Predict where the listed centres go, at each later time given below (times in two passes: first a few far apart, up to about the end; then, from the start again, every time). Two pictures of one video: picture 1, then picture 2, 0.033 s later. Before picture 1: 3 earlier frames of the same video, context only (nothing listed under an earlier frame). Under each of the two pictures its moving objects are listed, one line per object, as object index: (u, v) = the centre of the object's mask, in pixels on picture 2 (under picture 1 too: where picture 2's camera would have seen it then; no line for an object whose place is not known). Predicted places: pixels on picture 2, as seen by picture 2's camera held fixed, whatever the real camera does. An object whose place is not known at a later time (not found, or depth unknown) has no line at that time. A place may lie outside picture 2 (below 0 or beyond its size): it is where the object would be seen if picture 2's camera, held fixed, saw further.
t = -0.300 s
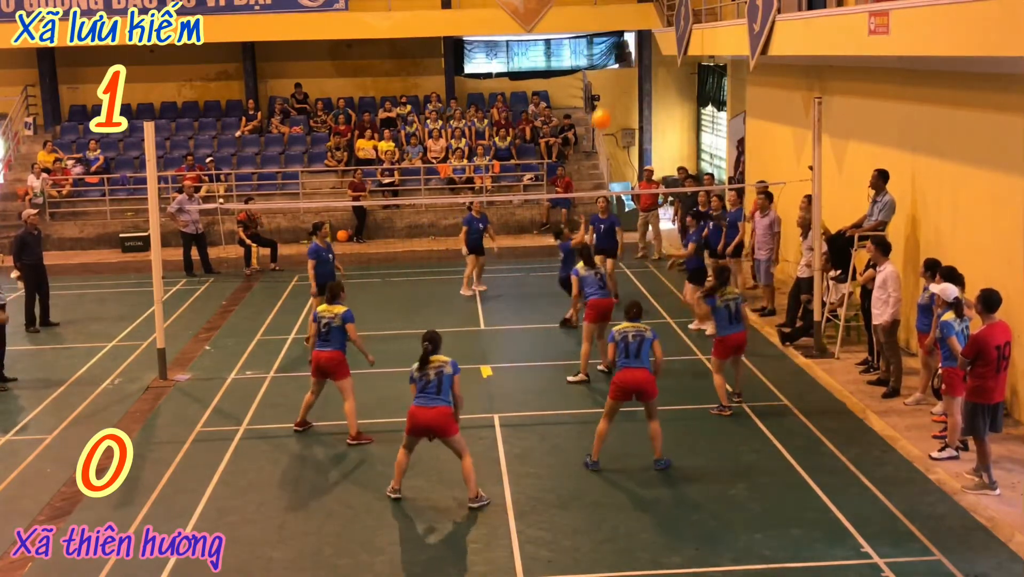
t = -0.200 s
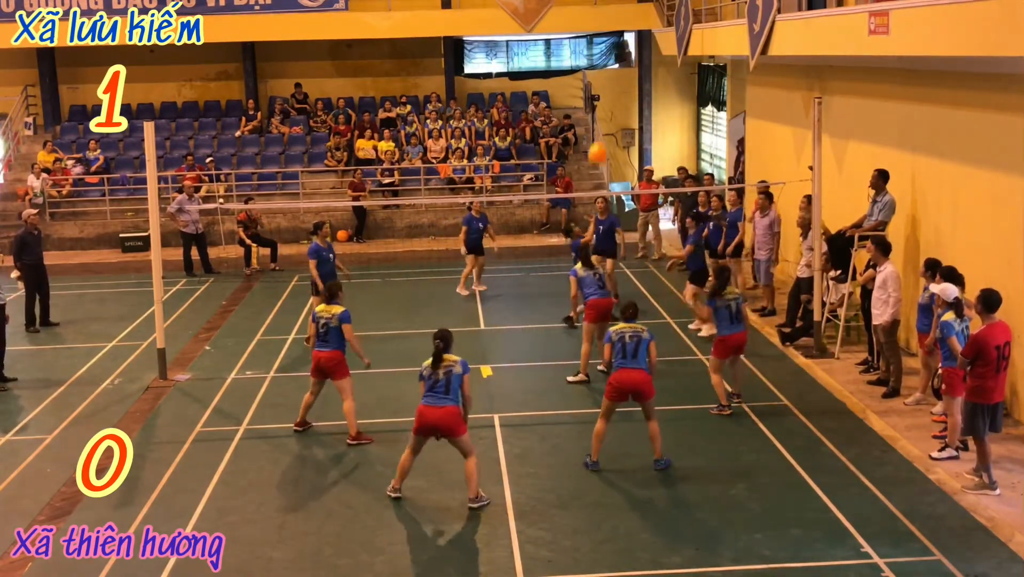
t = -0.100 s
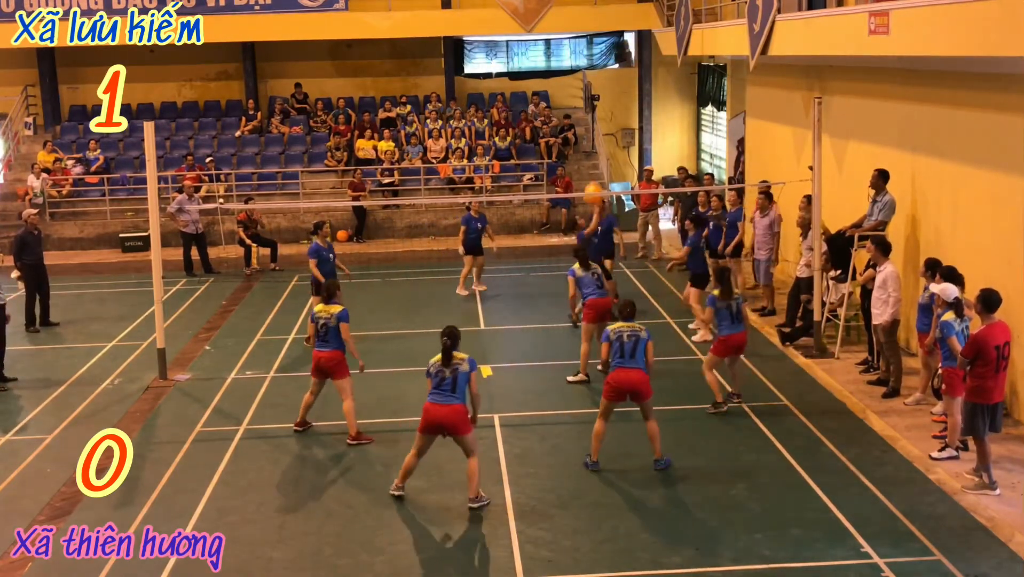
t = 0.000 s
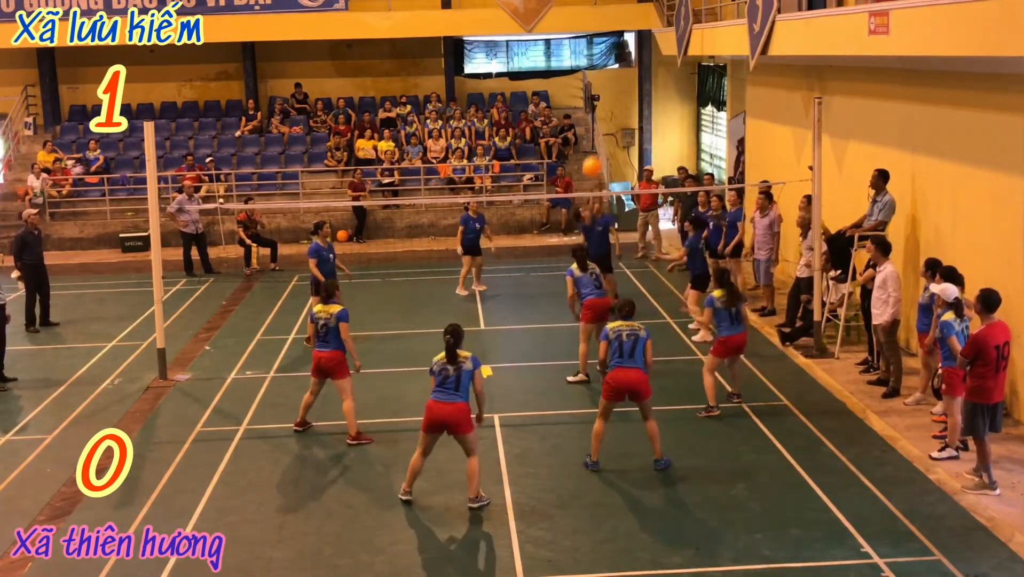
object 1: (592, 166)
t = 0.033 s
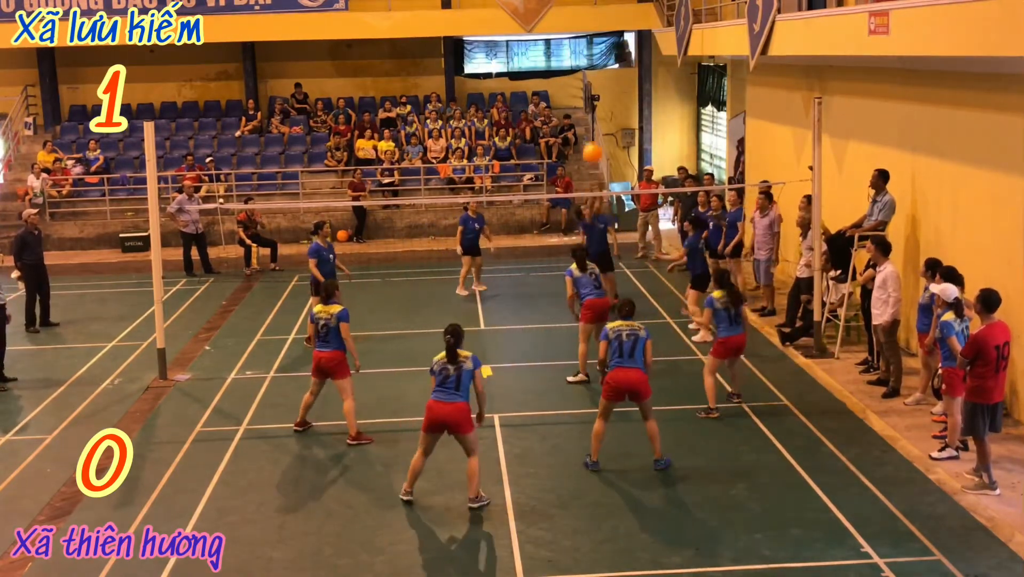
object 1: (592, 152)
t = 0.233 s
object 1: (595, 89)
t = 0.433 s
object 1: (599, 55)
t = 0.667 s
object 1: (605, 53)
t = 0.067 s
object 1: (592, 141)
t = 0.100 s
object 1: (592, 129)
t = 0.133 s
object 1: (593, 118)
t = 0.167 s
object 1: (593, 108)
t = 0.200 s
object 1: (594, 98)
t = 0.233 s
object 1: (595, 89)
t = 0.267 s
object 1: (595, 82)
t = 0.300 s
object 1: (595, 75)
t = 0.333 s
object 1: (596, 68)
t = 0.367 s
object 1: (597, 62)
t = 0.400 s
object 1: (598, 59)
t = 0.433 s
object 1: (599, 55)
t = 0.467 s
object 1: (600, 53)
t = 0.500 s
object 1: (601, 51)
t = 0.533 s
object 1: (602, 49)
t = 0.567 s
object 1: (602, 49)
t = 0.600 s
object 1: (603, 49)
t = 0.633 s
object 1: (604, 50)
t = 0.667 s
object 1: (605, 53)
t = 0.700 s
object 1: (606, 56)
